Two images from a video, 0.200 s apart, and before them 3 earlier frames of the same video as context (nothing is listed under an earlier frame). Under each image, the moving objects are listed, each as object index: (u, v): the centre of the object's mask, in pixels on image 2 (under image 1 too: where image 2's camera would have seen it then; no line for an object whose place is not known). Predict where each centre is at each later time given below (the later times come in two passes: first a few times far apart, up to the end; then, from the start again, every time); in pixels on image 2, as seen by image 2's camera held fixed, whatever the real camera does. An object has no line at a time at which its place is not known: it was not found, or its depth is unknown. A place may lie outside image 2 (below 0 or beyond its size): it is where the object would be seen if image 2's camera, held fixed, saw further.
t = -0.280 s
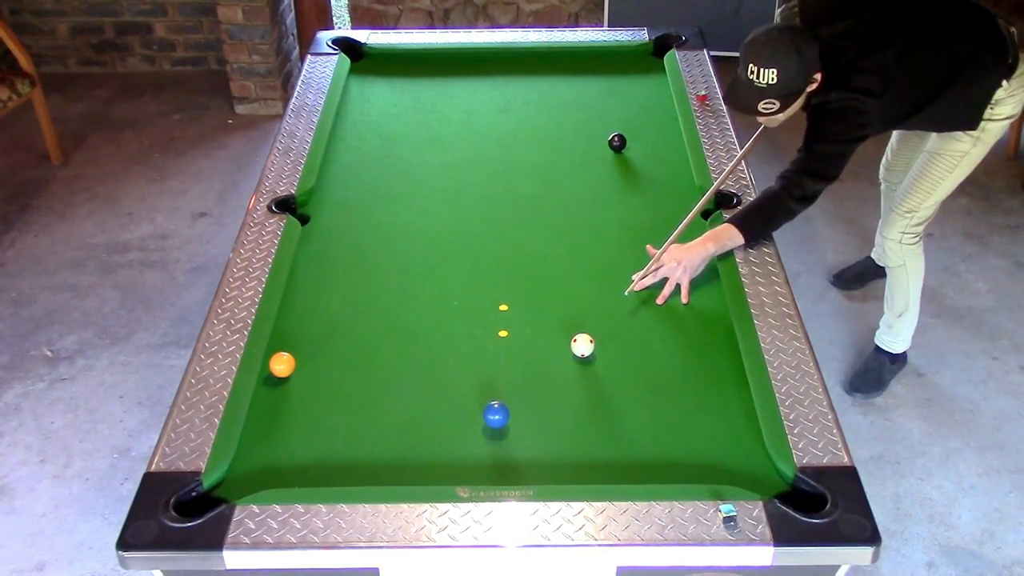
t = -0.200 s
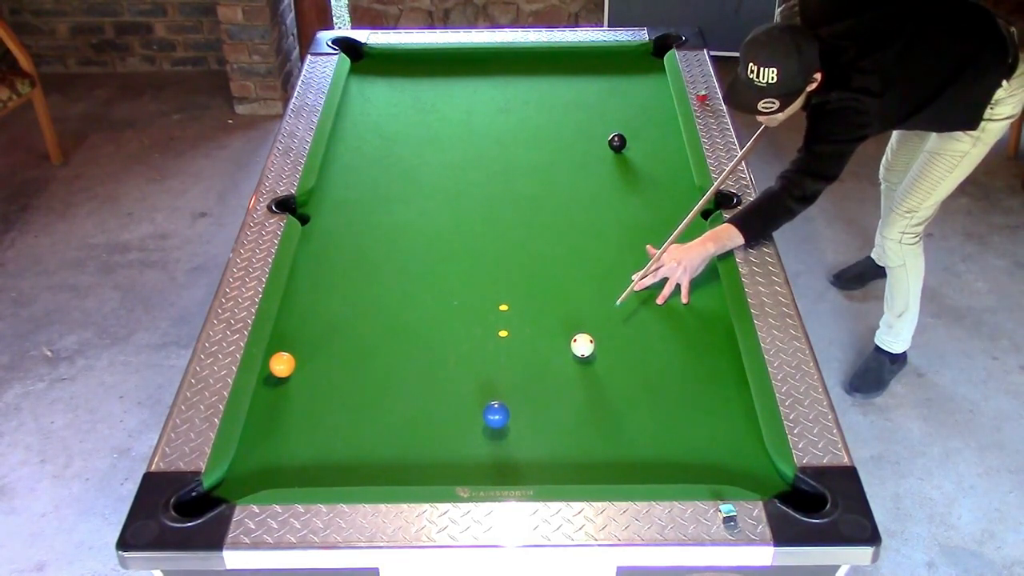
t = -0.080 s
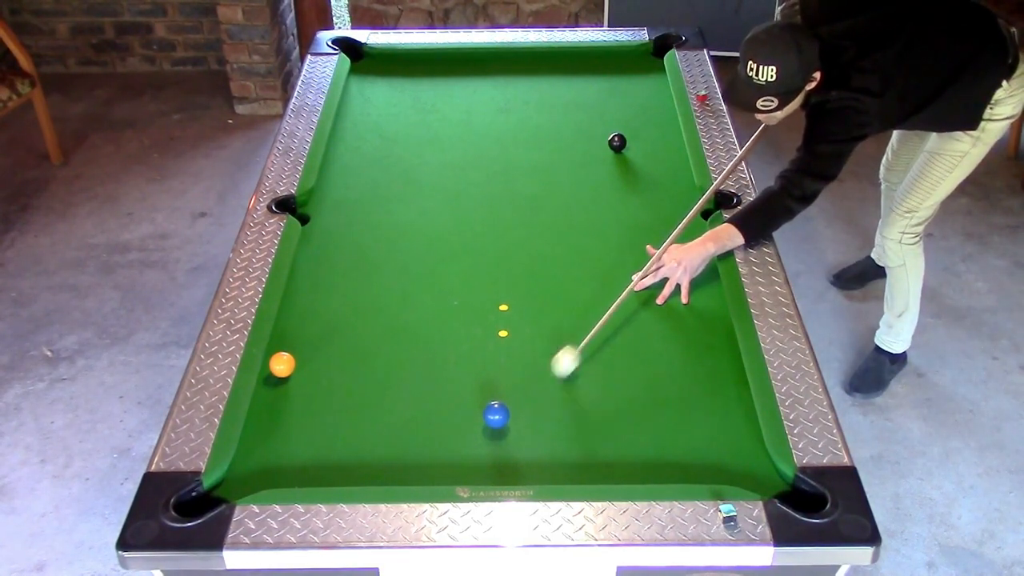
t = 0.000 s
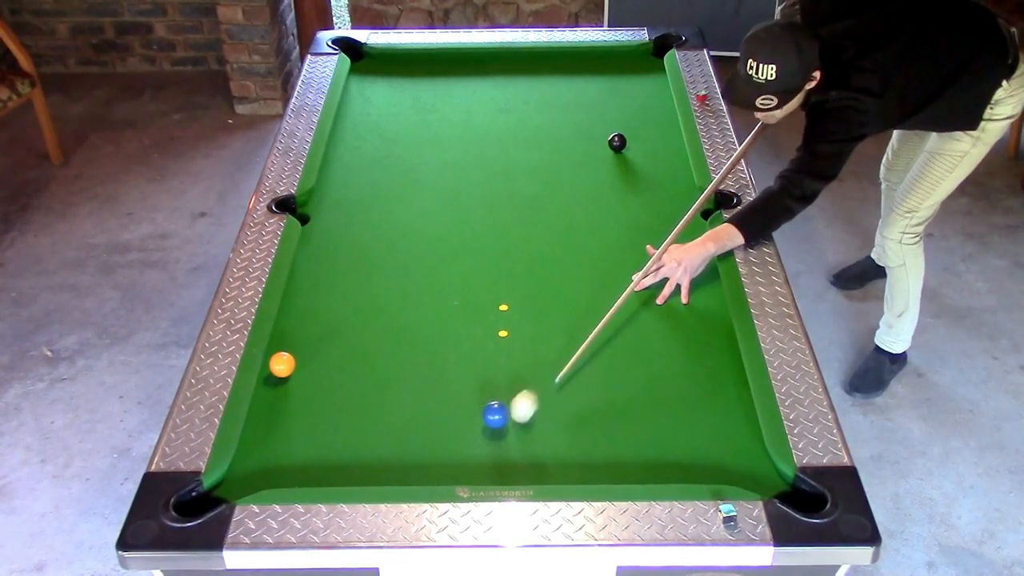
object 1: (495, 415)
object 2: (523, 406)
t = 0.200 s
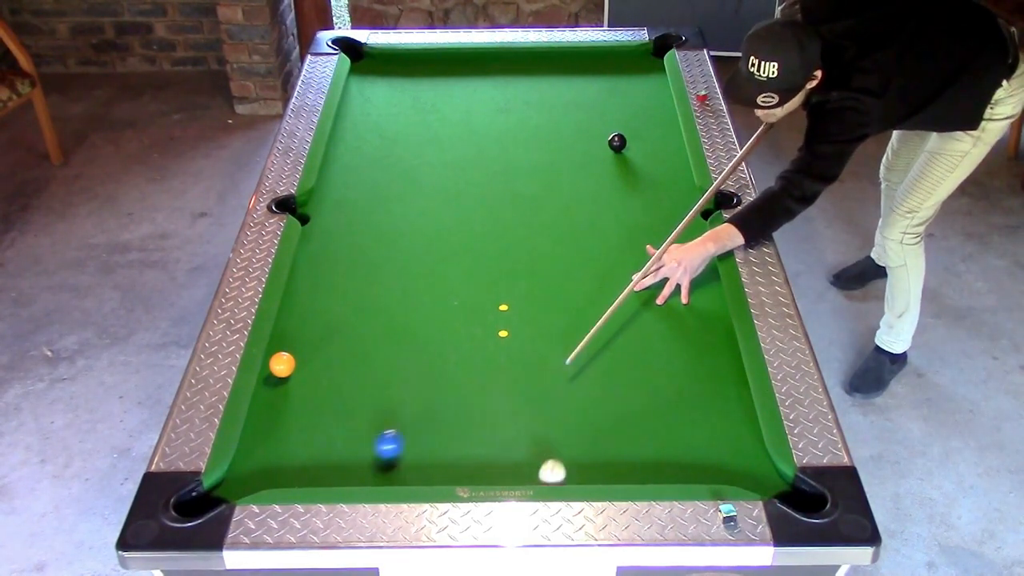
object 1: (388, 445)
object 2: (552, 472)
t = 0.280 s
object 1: (350, 455)
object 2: (562, 451)
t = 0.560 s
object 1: (214, 490)
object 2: (592, 380)
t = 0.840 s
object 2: (617, 322)
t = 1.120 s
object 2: (638, 274)
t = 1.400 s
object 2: (657, 234)
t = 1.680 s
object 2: (672, 199)
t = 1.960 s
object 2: (681, 170)
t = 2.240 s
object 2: (667, 150)
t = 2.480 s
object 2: (657, 135)
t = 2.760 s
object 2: (647, 119)
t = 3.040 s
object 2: (637, 106)
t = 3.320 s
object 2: (629, 95)
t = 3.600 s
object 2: (623, 86)
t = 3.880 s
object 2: (617, 78)
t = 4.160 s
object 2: (612, 73)
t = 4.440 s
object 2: (610, 69)
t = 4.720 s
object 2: (609, 66)
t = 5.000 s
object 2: (608, 65)
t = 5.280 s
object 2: (607, 65)
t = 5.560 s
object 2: (607, 65)
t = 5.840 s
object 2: (607, 65)
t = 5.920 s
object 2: (607, 65)
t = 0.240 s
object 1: (369, 450)
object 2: (557, 462)
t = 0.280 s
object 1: (350, 455)
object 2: (562, 451)
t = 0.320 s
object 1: (331, 460)
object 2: (567, 440)
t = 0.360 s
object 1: (311, 465)
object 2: (571, 429)
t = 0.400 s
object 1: (292, 470)
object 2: (576, 419)
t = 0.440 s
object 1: (273, 474)
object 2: (580, 409)
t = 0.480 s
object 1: (253, 479)
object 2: (584, 399)
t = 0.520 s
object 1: (233, 485)
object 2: (588, 390)
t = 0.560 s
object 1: (214, 490)
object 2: (592, 380)
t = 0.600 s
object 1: (205, 498)
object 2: (596, 371)
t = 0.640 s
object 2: (600, 363)
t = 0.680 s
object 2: (603, 354)
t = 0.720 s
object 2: (607, 346)
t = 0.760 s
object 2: (610, 338)
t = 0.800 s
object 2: (614, 330)
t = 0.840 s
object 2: (617, 322)
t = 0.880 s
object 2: (620, 315)
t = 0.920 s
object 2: (624, 308)
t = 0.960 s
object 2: (627, 301)
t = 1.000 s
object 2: (630, 294)
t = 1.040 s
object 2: (633, 287)
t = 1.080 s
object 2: (636, 281)
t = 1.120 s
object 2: (638, 274)
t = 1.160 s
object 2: (642, 268)
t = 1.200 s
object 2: (644, 262)
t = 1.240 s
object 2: (647, 256)
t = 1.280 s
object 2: (650, 250)
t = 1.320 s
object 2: (652, 245)
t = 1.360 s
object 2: (654, 239)
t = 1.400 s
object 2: (657, 234)
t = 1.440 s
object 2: (659, 229)
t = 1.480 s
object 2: (661, 224)
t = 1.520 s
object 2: (664, 218)
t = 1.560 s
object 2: (666, 214)
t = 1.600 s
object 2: (668, 209)
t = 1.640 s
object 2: (670, 204)
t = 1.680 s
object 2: (672, 199)
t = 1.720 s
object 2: (674, 195)
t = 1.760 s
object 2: (676, 191)
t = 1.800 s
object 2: (678, 186)
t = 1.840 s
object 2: (680, 182)
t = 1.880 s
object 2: (682, 178)
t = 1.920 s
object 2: (683, 174)
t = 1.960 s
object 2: (681, 170)
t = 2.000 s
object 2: (679, 167)
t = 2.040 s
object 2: (677, 164)
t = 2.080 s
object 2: (675, 161)
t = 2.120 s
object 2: (673, 158)
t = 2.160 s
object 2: (671, 156)
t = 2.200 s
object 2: (669, 153)
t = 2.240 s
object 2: (667, 150)
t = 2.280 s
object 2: (665, 147)
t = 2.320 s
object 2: (663, 145)
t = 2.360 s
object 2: (662, 142)
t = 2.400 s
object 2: (660, 140)
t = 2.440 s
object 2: (658, 137)
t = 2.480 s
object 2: (657, 135)
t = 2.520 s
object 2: (655, 132)
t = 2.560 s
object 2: (654, 130)
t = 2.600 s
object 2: (652, 128)
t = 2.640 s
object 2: (651, 126)
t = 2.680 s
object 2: (649, 123)
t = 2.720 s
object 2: (648, 121)
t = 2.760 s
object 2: (647, 119)
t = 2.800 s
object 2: (645, 117)
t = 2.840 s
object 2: (644, 115)
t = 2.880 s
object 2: (643, 113)
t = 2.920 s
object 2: (641, 112)
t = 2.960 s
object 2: (640, 110)
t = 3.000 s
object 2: (639, 108)
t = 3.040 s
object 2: (637, 106)
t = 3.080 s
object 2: (636, 104)
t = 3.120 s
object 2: (635, 103)
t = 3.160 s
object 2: (634, 101)
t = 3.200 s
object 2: (633, 100)
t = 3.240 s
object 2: (632, 98)
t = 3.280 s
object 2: (631, 97)
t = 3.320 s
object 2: (629, 95)
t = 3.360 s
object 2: (628, 94)
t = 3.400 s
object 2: (628, 92)
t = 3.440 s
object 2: (627, 91)
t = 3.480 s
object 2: (626, 90)
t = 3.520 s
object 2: (625, 88)
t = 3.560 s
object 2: (624, 87)
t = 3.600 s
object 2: (623, 86)
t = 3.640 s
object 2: (622, 85)
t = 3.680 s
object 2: (621, 84)
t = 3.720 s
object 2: (620, 83)
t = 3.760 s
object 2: (619, 81)
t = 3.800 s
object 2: (618, 80)
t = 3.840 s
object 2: (618, 79)
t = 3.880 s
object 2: (617, 78)
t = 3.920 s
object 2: (616, 78)
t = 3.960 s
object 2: (615, 77)
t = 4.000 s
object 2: (615, 76)
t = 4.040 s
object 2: (614, 75)
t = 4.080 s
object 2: (613, 74)
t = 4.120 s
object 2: (613, 74)
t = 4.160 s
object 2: (612, 73)
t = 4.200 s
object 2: (612, 72)
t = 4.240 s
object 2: (611, 71)
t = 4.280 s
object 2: (611, 71)
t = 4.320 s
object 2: (610, 70)
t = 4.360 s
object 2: (610, 69)
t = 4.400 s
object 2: (610, 69)
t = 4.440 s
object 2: (610, 69)
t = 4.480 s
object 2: (609, 68)
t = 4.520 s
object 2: (609, 68)
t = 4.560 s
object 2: (609, 67)
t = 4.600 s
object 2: (609, 67)
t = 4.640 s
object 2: (609, 67)
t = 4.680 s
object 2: (609, 66)
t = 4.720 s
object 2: (609, 66)
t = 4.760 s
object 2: (608, 66)
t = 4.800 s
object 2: (608, 65)
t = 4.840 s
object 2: (608, 65)
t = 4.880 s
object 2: (608, 65)
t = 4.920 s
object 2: (608, 65)
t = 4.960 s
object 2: (608, 65)
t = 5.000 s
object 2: (608, 65)
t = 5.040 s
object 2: (608, 65)
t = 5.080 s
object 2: (608, 65)
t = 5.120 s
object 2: (607, 65)
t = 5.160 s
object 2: (607, 65)
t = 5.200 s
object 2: (607, 65)
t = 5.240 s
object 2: (607, 65)
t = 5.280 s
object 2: (607, 65)
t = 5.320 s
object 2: (607, 65)
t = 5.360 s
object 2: (607, 65)
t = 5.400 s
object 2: (607, 65)
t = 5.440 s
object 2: (607, 65)
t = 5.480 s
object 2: (607, 65)
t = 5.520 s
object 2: (607, 65)
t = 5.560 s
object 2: (607, 65)
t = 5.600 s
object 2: (607, 65)
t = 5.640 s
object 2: (607, 65)
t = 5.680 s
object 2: (607, 65)
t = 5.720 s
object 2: (607, 65)
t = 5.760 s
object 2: (607, 65)
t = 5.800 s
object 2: (607, 65)
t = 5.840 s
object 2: (607, 65)
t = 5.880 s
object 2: (607, 65)
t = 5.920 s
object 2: (607, 65)
